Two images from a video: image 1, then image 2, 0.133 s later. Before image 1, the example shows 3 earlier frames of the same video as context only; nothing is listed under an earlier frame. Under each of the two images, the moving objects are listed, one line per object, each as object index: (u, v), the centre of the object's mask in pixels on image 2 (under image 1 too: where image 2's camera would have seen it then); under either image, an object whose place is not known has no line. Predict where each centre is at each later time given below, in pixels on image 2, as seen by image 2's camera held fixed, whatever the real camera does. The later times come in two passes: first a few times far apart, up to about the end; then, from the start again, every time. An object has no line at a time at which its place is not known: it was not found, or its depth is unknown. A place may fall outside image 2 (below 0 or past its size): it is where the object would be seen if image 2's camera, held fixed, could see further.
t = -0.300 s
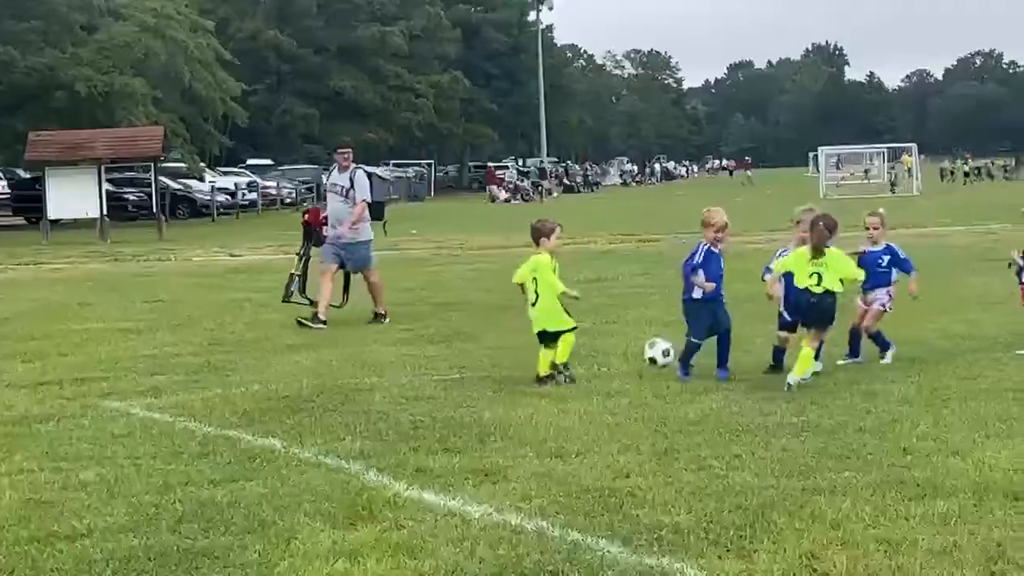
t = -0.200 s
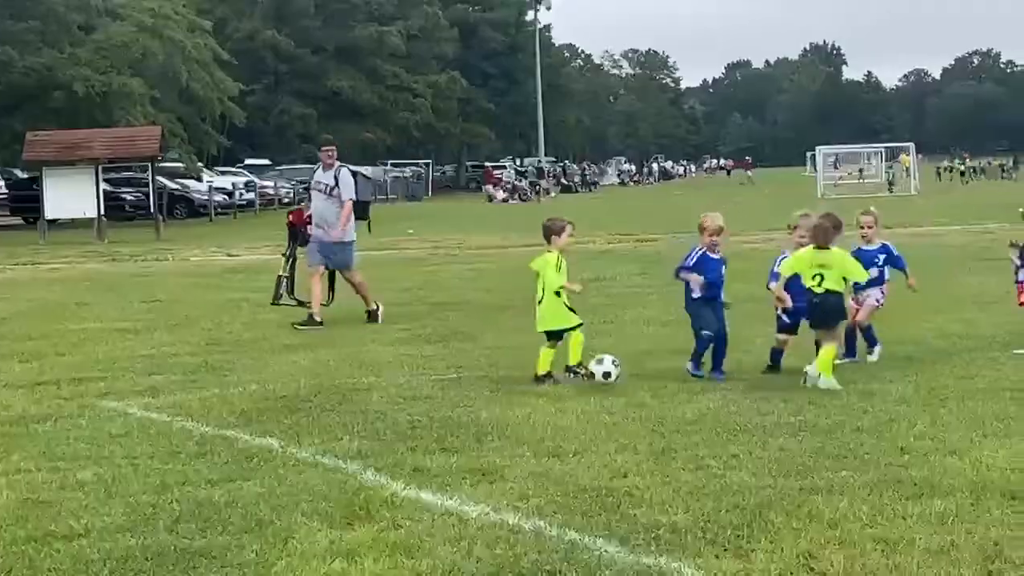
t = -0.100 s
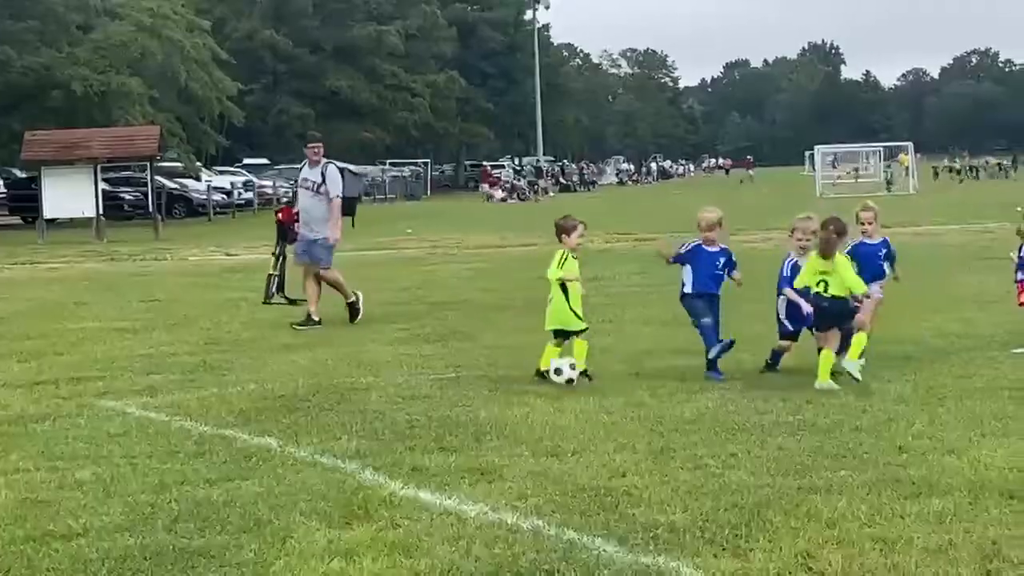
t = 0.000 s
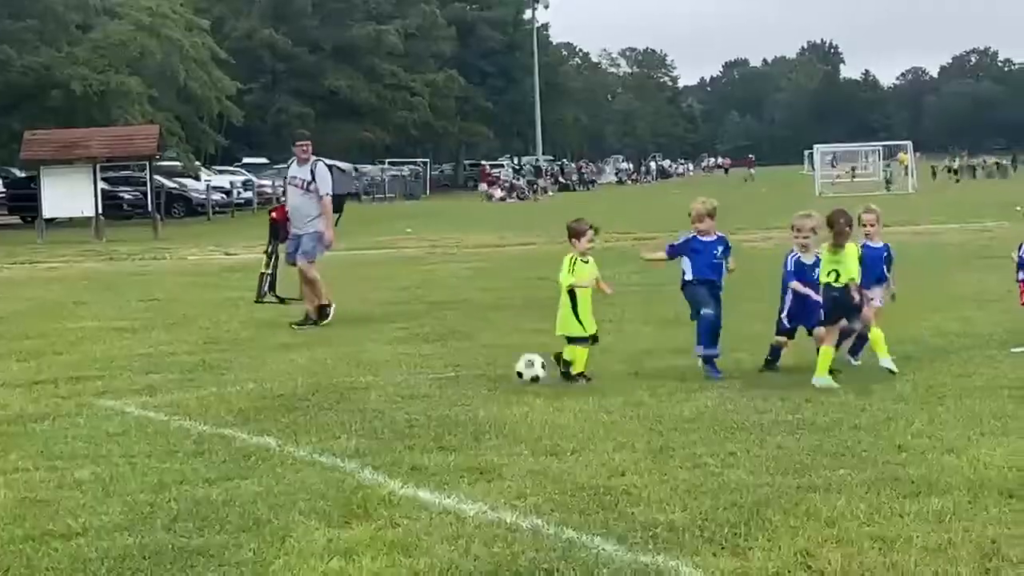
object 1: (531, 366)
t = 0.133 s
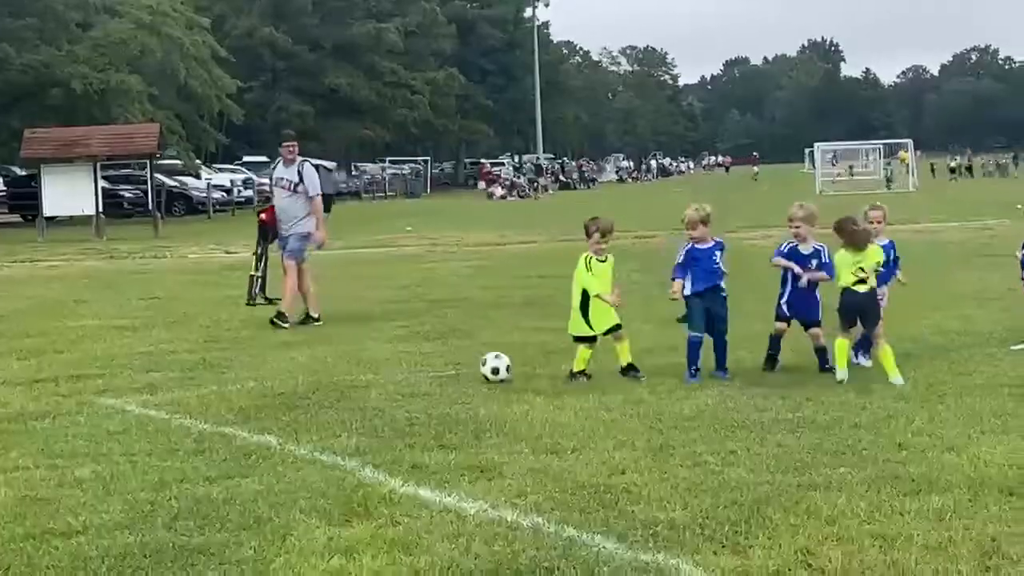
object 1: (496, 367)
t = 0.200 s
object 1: (482, 365)
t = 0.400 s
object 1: (444, 367)
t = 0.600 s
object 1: (410, 366)
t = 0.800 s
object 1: (383, 366)
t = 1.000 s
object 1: (361, 365)
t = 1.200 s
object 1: (345, 366)
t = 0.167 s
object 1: (489, 365)
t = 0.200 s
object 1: (482, 365)
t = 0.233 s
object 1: (476, 367)
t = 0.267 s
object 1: (469, 368)
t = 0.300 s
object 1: (462, 367)
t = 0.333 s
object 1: (456, 367)
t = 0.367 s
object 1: (449, 367)
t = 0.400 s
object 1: (444, 367)
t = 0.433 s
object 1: (438, 367)
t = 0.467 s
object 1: (432, 366)
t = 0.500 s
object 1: (426, 367)
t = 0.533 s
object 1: (420, 368)
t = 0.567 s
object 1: (415, 367)
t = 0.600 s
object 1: (410, 366)
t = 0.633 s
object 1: (405, 367)
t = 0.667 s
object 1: (400, 366)
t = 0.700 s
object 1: (395, 366)
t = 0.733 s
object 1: (391, 366)
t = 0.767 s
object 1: (386, 366)
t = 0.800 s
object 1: (383, 366)
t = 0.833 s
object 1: (379, 365)
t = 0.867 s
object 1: (375, 366)
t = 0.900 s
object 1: (372, 366)
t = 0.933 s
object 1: (367, 366)
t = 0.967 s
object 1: (364, 366)
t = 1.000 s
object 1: (361, 365)
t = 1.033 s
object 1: (358, 365)
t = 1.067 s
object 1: (355, 365)
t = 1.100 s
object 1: (353, 365)
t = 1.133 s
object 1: (350, 366)
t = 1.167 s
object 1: (347, 366)
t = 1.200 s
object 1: (345, 366)
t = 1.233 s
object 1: (343, 366)
